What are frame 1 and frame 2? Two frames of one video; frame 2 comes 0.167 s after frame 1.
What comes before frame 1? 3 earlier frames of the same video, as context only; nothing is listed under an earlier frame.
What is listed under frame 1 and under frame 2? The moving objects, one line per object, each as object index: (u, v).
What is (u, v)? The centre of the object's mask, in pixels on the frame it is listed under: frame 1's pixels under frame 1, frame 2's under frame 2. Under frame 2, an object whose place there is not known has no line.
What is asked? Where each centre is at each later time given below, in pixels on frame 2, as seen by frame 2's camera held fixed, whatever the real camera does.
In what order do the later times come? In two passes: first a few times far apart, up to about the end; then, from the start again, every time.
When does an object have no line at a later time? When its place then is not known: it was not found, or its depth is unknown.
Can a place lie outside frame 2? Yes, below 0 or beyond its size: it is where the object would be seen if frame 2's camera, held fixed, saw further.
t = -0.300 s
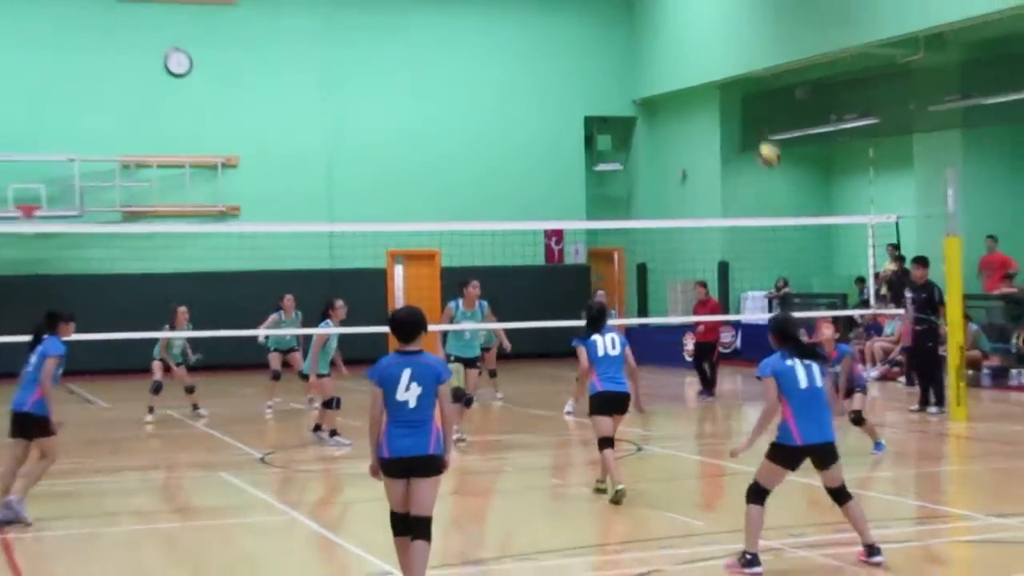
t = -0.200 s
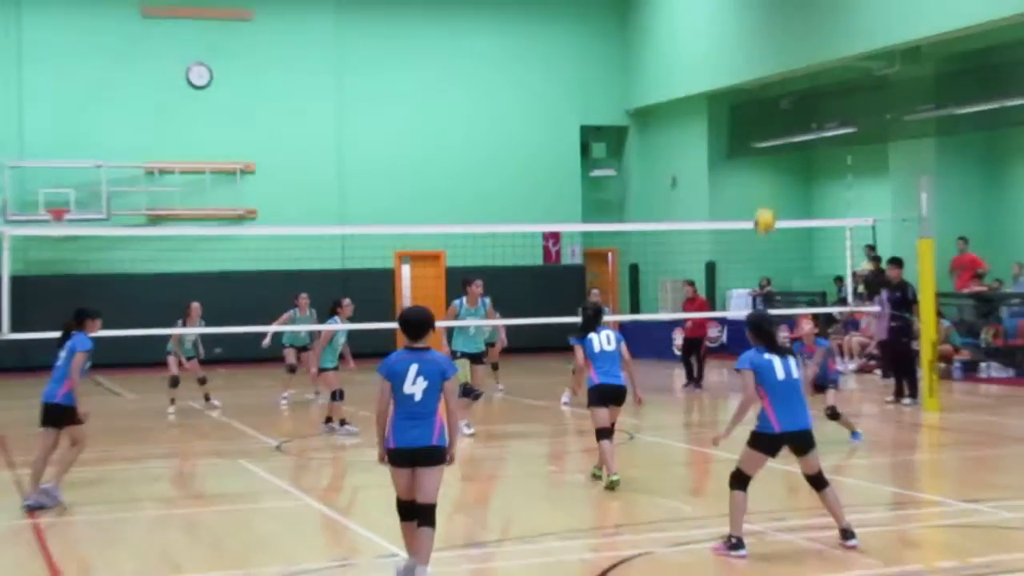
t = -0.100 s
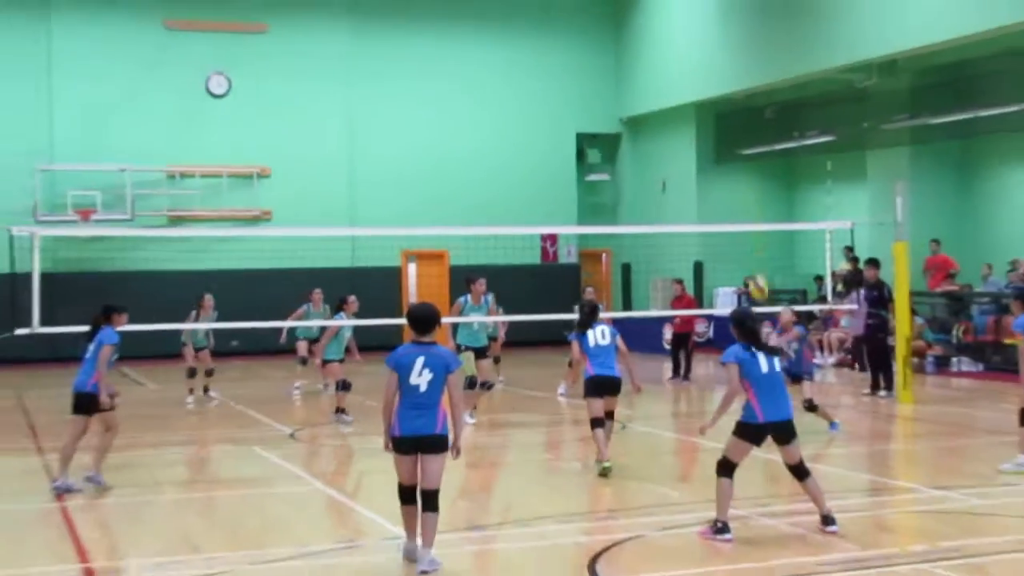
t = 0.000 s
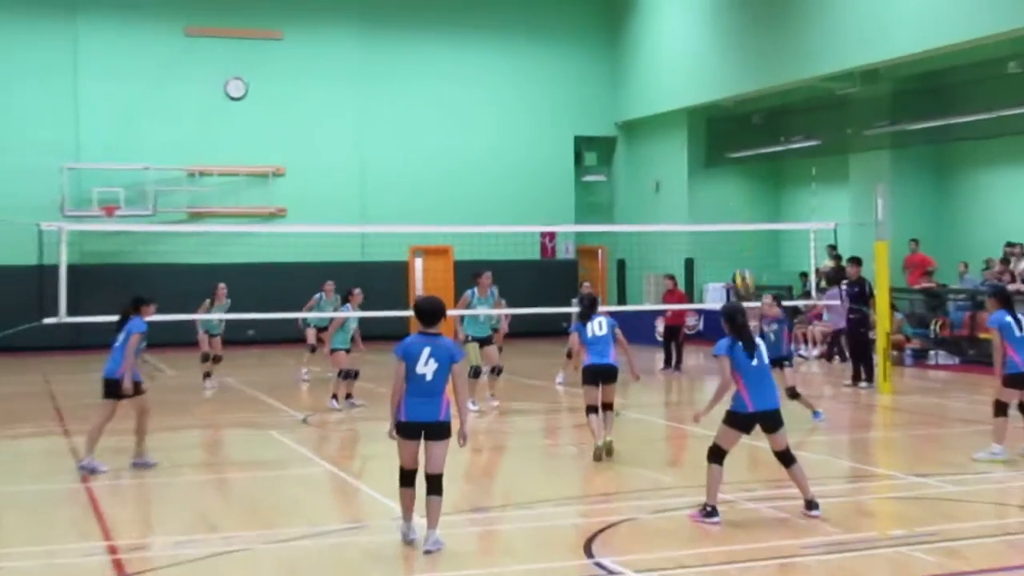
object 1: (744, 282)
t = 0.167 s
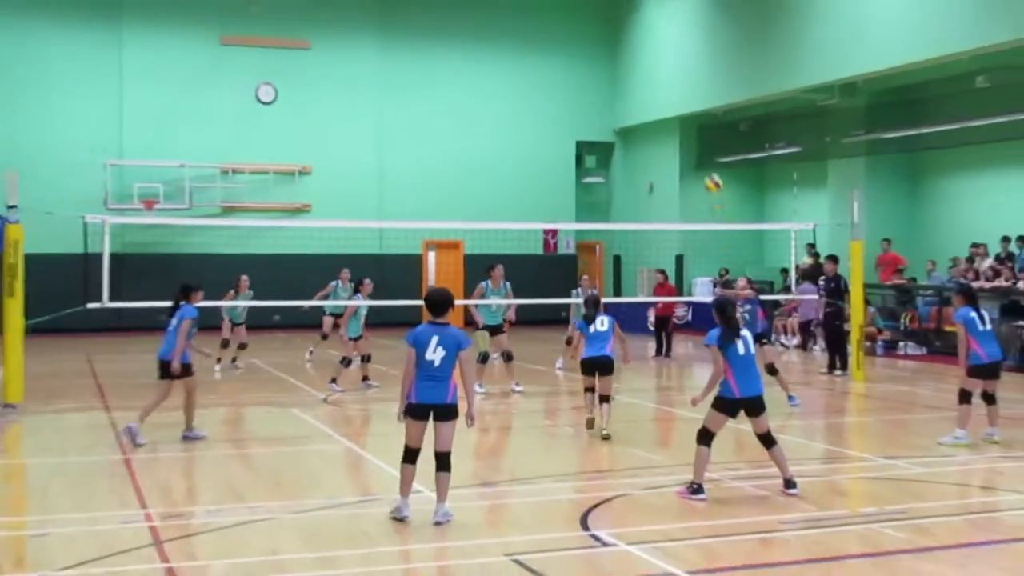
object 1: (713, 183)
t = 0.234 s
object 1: (705, 154)
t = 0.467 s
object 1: (681, 82)
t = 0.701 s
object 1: (657, 57)
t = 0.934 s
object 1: (634, 77)
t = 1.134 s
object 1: (614, 130)
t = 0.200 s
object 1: (709, 167)
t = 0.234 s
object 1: (705, 154)
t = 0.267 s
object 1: (701, 141)
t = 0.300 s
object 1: (698, 129)
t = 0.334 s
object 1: (695, 118)
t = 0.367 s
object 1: (692, 108)
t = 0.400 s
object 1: (688, 98)
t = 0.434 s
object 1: (684, 89)
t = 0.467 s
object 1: (681, 82)
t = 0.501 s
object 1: (677, 76)
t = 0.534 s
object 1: (674, 70)
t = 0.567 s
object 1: (671, 65)
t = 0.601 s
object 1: (667, 61)
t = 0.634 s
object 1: (664, 58)
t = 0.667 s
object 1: (661, 58)
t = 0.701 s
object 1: (657, 57)
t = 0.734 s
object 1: (654, 57)
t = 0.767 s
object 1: (650, 58)
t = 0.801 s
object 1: (647, 60)
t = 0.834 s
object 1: (644, 63)
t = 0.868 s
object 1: (641, 66)
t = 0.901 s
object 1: (637, 71)
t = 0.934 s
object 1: (634, 77)
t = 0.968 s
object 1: (630, 84)
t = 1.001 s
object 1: (627, 92)
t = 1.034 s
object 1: (624, 100)
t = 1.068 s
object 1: (621, 108)
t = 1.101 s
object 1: (618, 119)
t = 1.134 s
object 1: (614, 130)
